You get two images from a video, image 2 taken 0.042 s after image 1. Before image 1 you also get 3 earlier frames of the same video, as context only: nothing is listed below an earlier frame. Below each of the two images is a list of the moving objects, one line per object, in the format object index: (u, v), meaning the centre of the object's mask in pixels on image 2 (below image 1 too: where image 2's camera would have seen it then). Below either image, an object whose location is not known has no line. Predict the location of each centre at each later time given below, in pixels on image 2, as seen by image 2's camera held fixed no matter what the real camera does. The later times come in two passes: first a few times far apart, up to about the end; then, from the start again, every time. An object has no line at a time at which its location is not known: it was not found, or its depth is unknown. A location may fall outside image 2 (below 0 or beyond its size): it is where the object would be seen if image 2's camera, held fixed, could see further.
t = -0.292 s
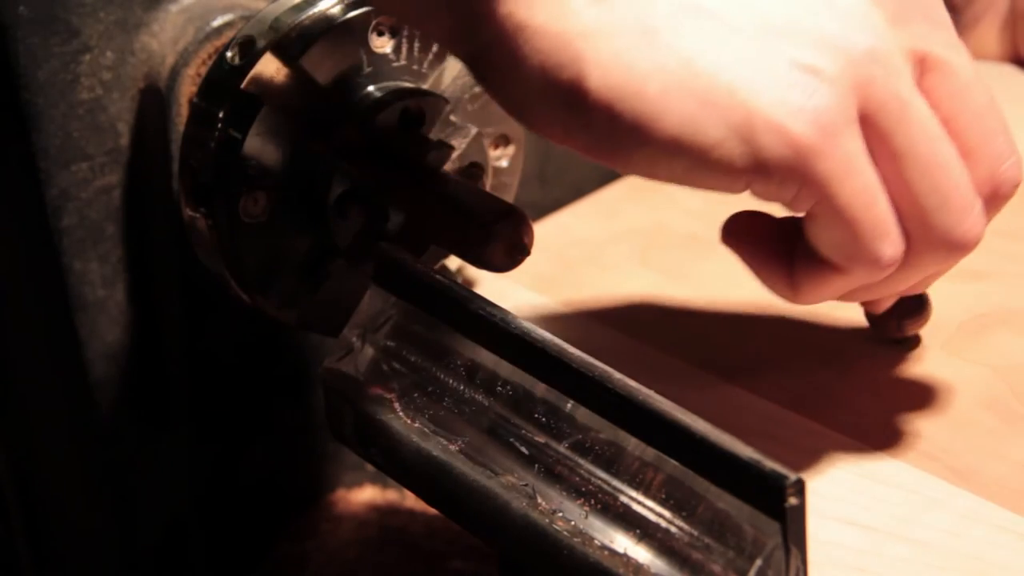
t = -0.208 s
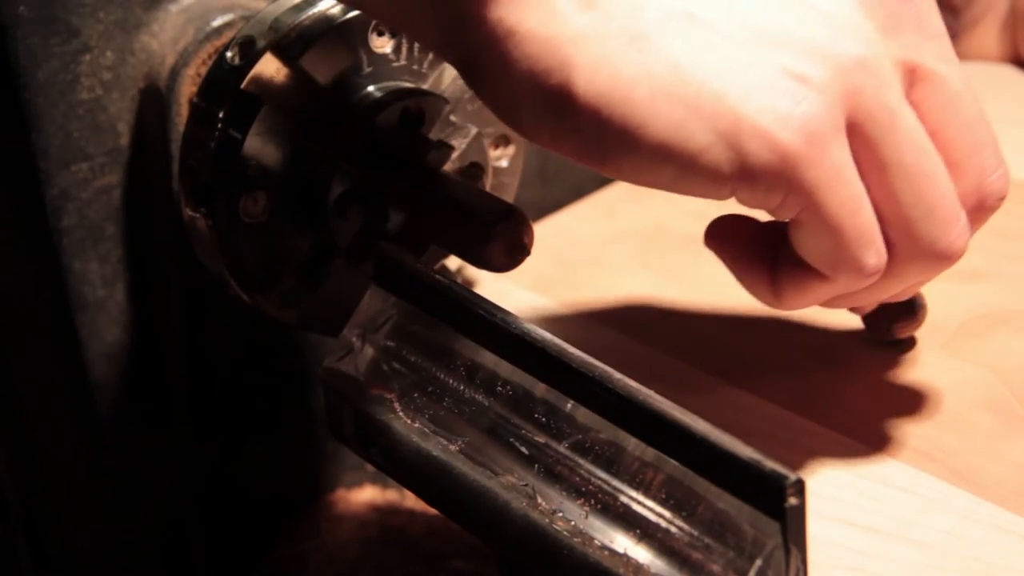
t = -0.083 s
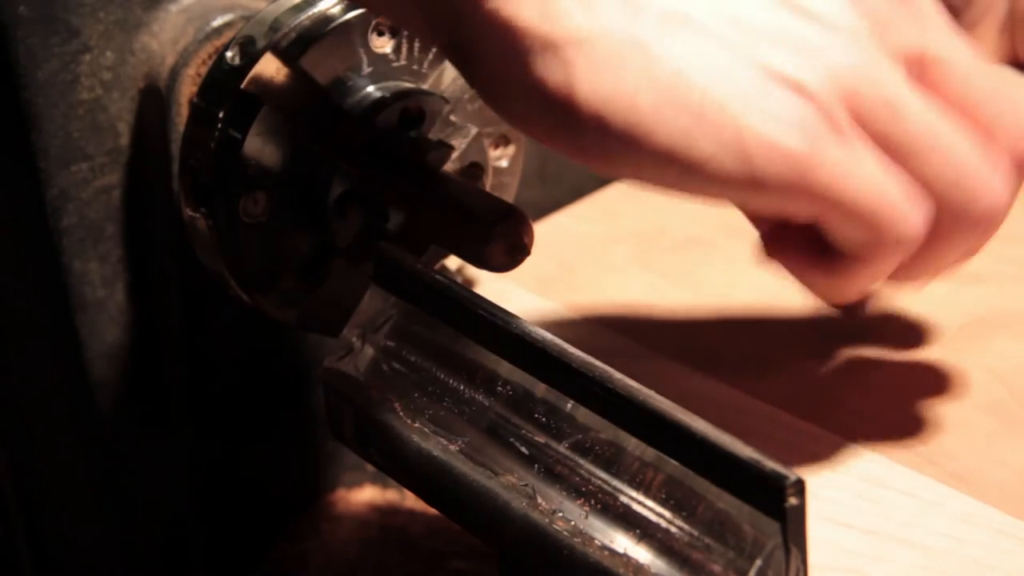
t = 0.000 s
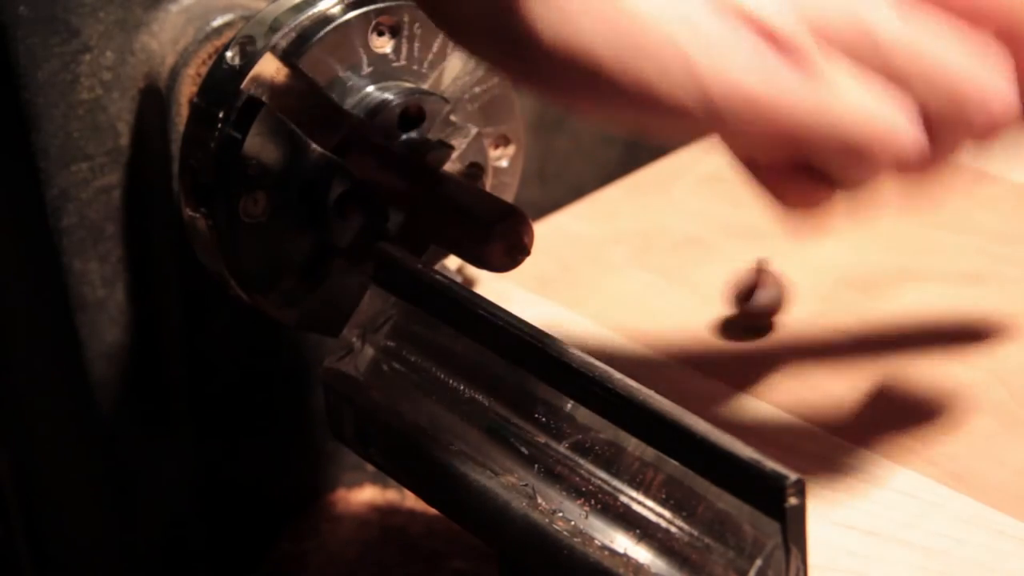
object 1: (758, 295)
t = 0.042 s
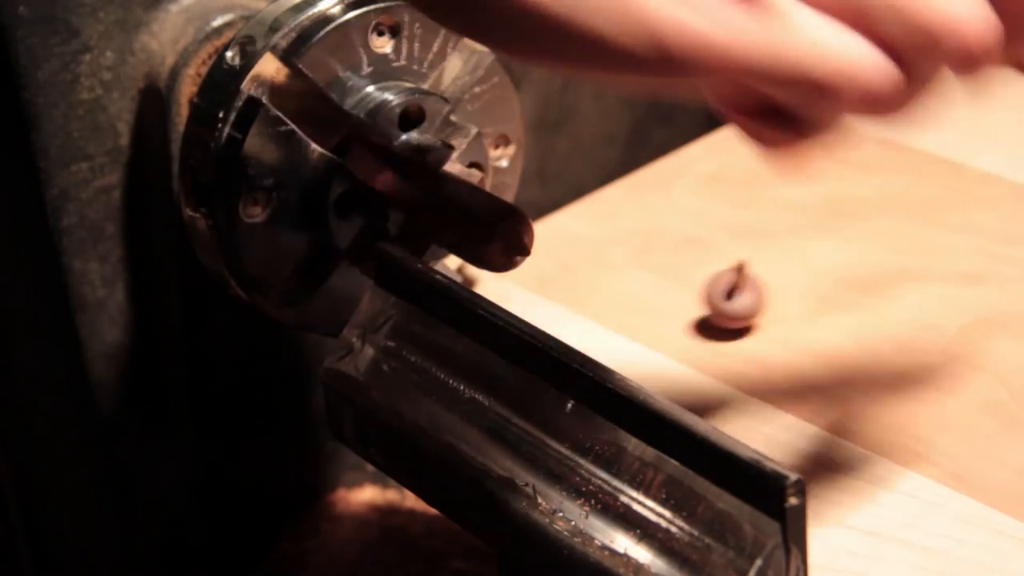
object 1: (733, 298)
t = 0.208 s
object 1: (656, 330)
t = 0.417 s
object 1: (657, 372)
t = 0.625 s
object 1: (704, 393)
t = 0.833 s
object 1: (710, 395)
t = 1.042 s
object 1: (709, 404)
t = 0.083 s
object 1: (712, 302)
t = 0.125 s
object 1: (690, 309)
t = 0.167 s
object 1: (672, 319)
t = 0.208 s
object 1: (656, 330)
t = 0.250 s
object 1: (646, 341)
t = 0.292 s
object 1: (642, 350)
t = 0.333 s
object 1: (644, 358)
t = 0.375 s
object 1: (649, 365)
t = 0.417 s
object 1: (657, 372)
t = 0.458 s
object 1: (667, 378)
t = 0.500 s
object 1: (680, 384)
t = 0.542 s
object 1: (691, 389)
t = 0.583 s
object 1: (700, 392)
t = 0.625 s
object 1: (704, 393)
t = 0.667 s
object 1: (707, 394)
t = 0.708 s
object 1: (709, 394)
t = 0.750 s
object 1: (710, 395)
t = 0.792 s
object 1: (710, 395)
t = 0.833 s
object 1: (710, 395)
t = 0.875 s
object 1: (711, 396)
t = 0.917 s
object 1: (711, 397)
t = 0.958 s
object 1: (711, 398)
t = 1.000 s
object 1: (709, 400)
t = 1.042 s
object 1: (709, 404)
